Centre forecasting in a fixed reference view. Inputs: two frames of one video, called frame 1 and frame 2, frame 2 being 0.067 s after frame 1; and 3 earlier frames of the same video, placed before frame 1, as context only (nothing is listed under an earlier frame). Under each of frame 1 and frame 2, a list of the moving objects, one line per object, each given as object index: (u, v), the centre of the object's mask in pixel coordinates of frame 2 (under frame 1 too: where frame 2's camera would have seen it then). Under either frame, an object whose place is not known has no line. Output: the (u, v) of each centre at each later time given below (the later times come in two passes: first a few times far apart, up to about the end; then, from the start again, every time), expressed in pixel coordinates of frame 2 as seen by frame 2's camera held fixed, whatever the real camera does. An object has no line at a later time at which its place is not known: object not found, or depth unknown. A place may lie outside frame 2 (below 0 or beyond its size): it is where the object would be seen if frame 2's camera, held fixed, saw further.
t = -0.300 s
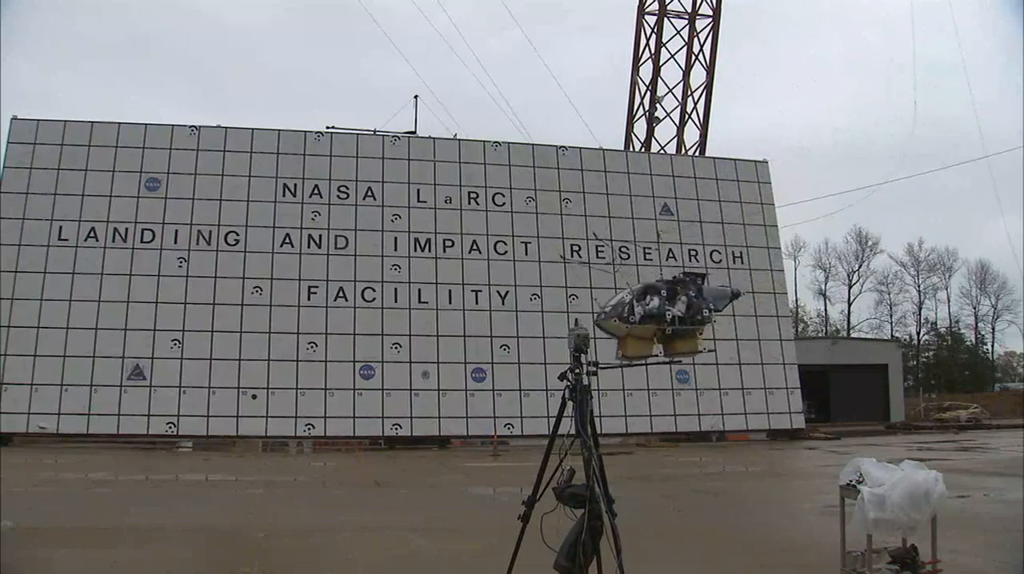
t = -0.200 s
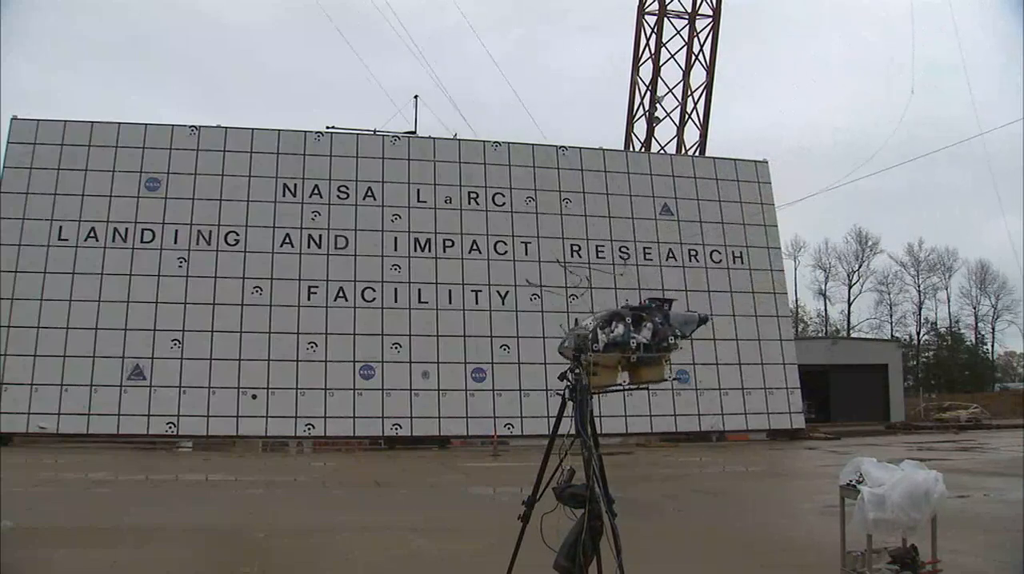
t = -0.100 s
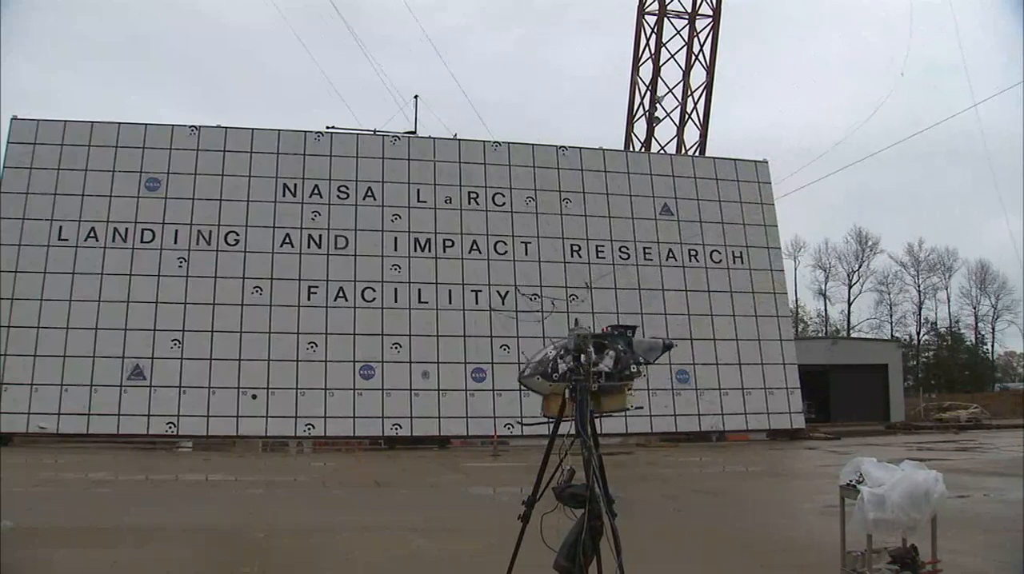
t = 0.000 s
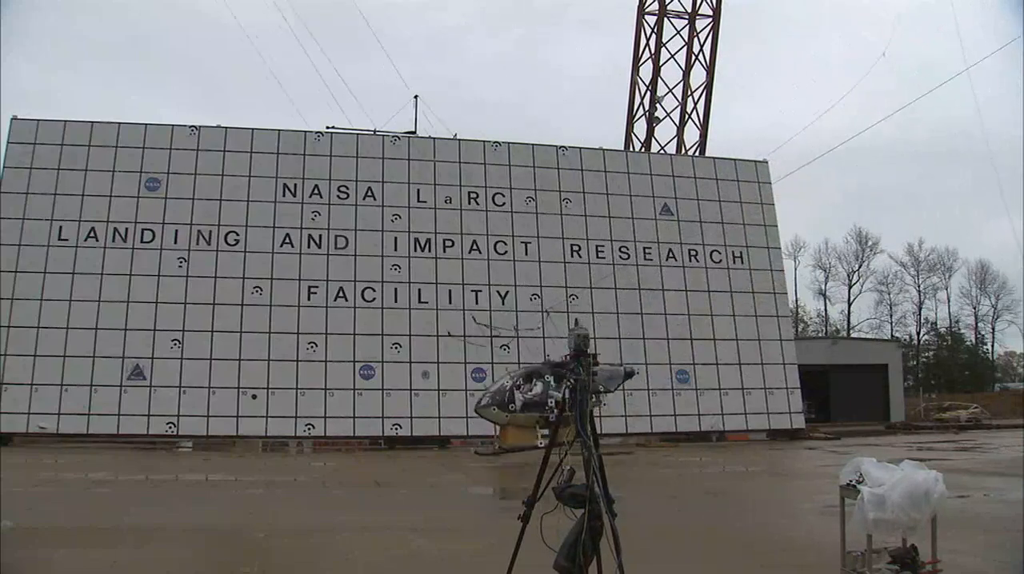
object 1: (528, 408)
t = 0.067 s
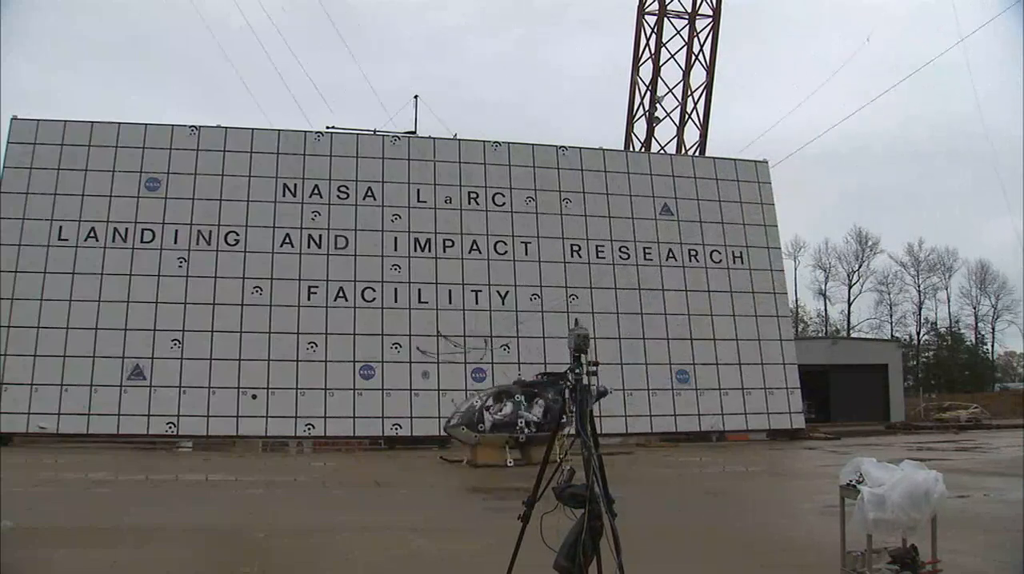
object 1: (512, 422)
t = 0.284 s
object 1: (441, 425)
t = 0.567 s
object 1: (341, 422)
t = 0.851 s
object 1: (250, 426)
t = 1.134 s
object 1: (171, 424)
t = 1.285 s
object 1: (133, 424)
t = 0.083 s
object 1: (506, 424)
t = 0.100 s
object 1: (502, 425)
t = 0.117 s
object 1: (497, 427)
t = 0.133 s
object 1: (491, 428)
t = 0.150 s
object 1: (486, 429)
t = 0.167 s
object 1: (481, 429)
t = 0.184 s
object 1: (474, 428)
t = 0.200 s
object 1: (469, 428)
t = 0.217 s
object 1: (463, 427)
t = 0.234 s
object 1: (458, 426)
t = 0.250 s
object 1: (452, 426)
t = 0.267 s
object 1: (446, 425)
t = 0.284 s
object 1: (441, 425)
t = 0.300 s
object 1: (433, 424)
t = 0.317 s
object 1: (427, 423)
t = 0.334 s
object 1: (422, 422)
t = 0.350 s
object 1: (416, 422)
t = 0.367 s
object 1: (410, 422)
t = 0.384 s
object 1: (404, 422)
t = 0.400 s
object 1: (399, 421)
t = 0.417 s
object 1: (393, 421)
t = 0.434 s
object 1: (386, 421)
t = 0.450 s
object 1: (380, 421)
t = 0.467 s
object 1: (374, 421)
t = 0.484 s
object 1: (370, 420)
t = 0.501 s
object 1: (364, 421)
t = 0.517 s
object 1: (358, 421)
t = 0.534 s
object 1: (352, 421)
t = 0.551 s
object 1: (347, 421)
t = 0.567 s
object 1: (341, 422)
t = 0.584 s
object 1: (336, 422)
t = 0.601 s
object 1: (330, 422)
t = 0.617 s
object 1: (324, 422)
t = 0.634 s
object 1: (319, 423)
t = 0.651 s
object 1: (313, 423)
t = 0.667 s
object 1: (307, 423)
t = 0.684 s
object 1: (302, 424)
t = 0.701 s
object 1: (297, 424)
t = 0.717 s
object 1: (292, 425)
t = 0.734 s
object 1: (287, 425)
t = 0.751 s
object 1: (281, 425)
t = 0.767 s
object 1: (276, 425)
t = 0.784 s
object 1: (271, 425)
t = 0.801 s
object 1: (265, 426)
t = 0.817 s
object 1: (260, 426)
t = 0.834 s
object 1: (256, 426)
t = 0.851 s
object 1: (250, 426)
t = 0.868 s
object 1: (246, 426)
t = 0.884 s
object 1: (241, 426)
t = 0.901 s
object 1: (236, 426)
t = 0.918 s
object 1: (231, 426)
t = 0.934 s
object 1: (226, 425)
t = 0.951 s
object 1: (221, 425)
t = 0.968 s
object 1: (216, 425)
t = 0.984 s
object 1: (212, 425)
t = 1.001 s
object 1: (207, 425)
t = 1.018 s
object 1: (203, 425)
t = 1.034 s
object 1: (198, 424)
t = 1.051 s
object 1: (194, 424)
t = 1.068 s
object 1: (189, 424)
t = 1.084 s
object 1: (185, 424)
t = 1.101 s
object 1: (180, 424)
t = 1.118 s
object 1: (175, 424)
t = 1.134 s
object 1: (171, 424)
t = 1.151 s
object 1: (167, 424)
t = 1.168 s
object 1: (162, 424)
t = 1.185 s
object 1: (158, 424)
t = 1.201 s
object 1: (154, 424)
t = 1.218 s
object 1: (149, 424)
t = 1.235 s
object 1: (145, 424)
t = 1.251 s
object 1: (142, 424)
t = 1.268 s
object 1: (138, 424)
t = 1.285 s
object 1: (133, 424)
